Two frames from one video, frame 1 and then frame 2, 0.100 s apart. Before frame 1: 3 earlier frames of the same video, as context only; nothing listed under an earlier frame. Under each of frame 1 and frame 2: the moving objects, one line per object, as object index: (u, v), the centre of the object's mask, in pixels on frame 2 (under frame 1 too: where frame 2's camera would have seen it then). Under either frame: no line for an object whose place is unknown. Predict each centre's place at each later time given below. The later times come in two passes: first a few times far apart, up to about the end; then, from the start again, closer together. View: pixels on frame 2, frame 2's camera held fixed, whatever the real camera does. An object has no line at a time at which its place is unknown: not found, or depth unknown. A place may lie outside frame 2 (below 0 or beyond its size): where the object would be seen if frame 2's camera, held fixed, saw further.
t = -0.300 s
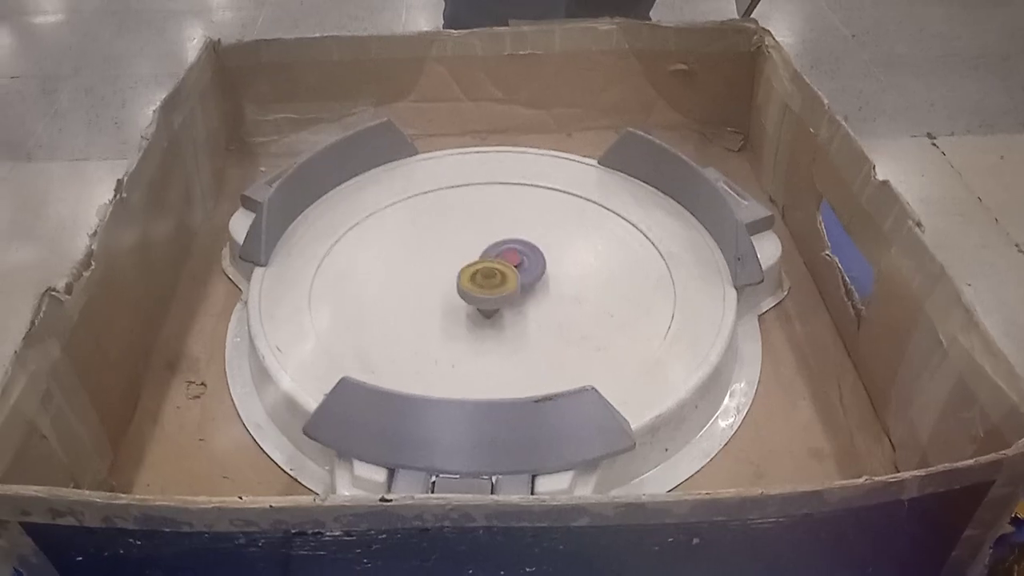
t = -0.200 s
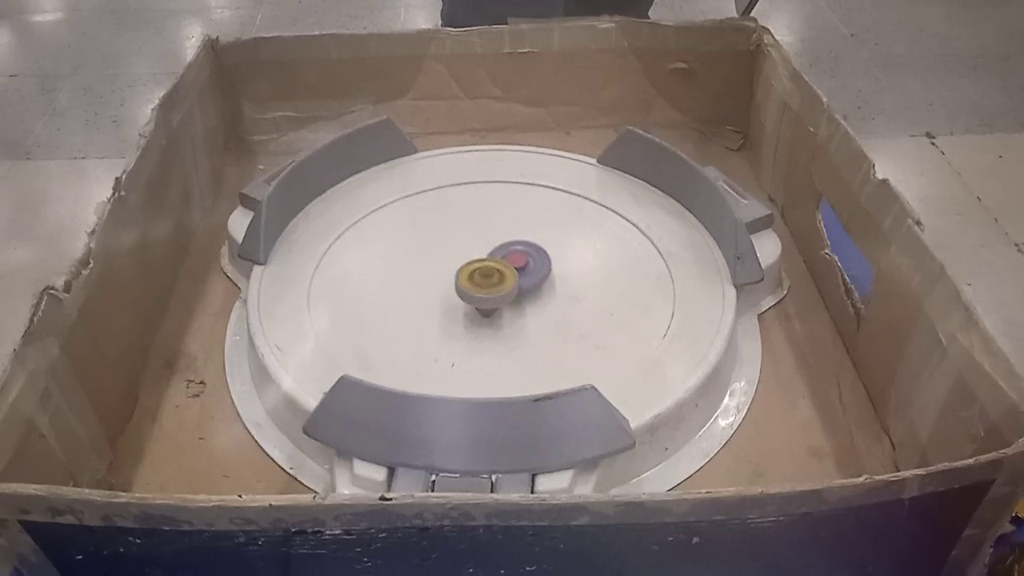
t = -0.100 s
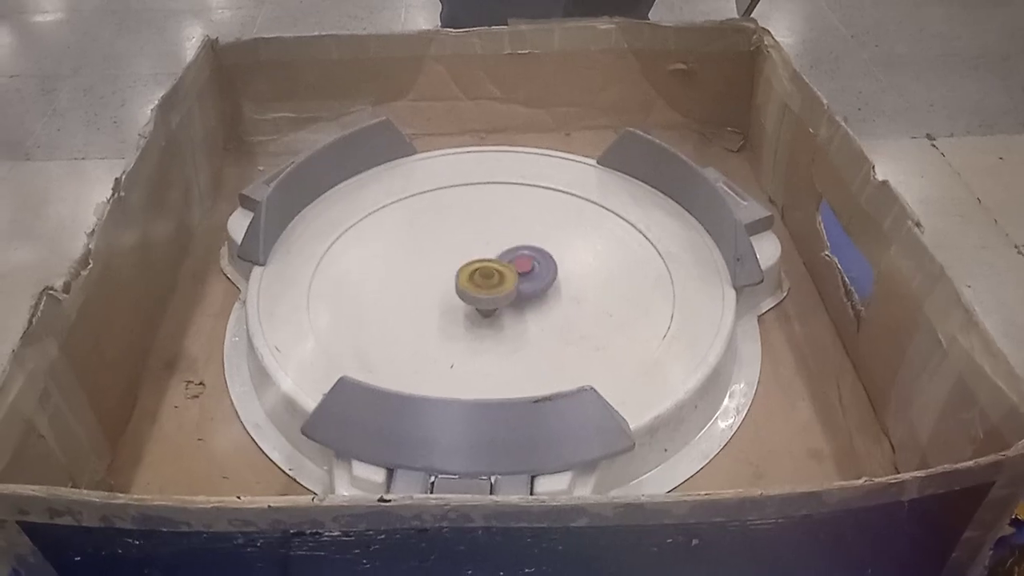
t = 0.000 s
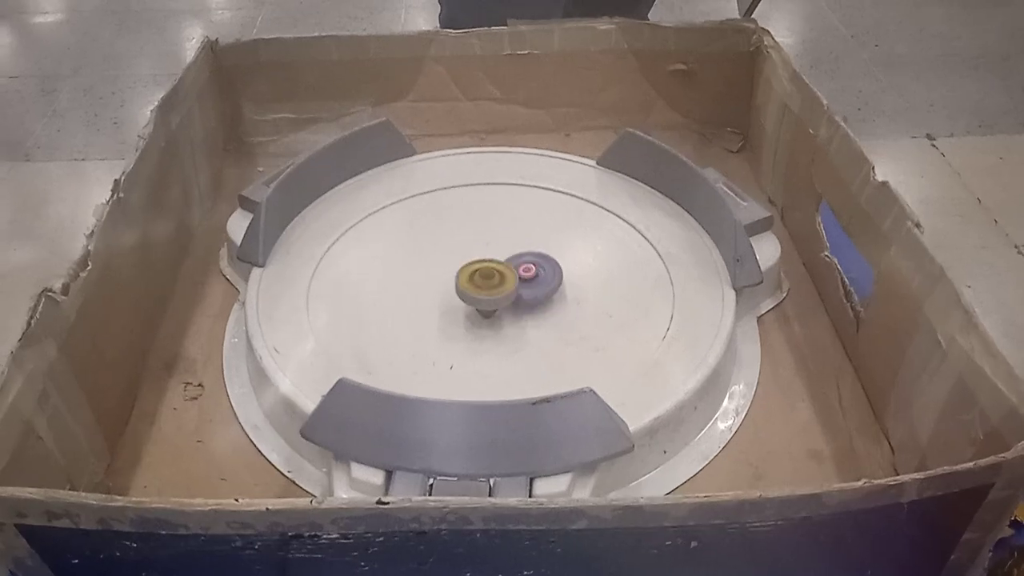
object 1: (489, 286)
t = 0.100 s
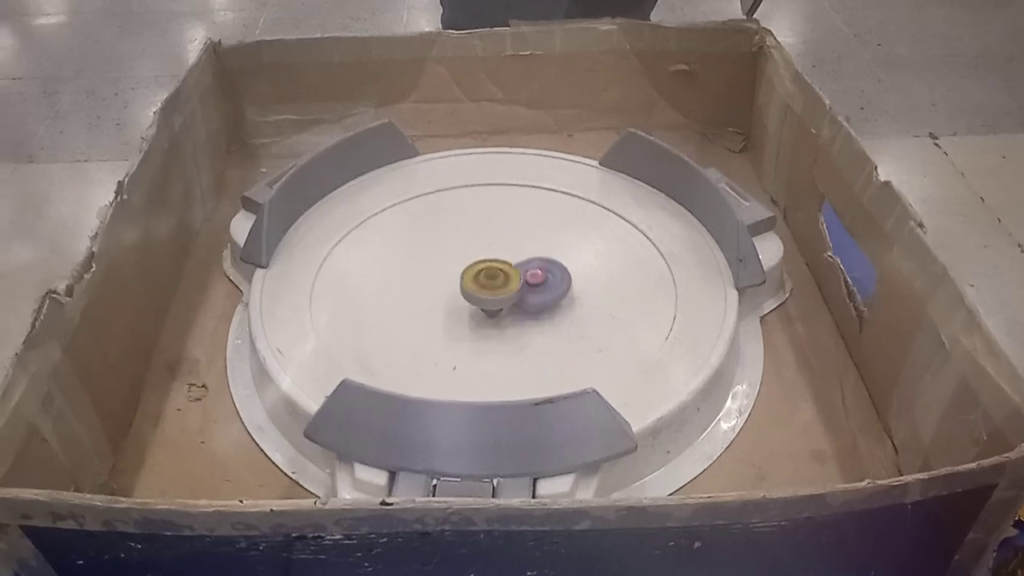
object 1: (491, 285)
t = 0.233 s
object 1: (492, 283)
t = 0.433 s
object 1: (494, 283)
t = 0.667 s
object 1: (496, 283)
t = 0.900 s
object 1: (492, 282)
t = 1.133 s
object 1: (490, 281)
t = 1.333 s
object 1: (490, 280)
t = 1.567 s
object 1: (494, 278)
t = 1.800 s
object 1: (495, 280)
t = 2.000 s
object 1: (496, 284)
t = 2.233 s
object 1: (497, 287)
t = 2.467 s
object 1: (495, 288)
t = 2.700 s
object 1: (493, 287)
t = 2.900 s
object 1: (494, 288)
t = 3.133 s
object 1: (496, 287)
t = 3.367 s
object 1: (496, 285)
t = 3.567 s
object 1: (491, 286)
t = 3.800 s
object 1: (486, 286)
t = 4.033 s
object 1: (487, 285)
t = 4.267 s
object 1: (489, 283)
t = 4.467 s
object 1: (493, 281)
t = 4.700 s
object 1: (496, 280)
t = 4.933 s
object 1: (497, 281)
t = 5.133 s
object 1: (495, 283)
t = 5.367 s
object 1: (495, 284)
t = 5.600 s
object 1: (495, 284)
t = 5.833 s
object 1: (499, 284)
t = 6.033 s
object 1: (498, 284)
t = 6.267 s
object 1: (498, 287)
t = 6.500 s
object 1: (495, 287)
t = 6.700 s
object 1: (493, 285)
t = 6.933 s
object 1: (489, 284)
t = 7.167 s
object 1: (491, 283)
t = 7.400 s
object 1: (493, 282)
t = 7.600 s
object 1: (492, 281)
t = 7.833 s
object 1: (491, 282)
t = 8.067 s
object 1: (489, 279)
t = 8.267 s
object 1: (492, 279)
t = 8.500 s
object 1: (494, 283)
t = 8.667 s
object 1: (497, 284)
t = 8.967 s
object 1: (496, 286)
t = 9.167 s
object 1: (497, 287)
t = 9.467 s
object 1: (496, 287)
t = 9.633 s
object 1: (497, 287)
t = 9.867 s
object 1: (496, 286)
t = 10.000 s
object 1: (495, 286)
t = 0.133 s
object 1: (491, 285)
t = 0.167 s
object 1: (491, 284)
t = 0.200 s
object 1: (492, 284)
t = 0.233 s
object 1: (492, 283)
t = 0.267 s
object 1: (492, 283)
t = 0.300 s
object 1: (493, 283)
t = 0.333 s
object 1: (493, 283)
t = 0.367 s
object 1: (494, 283)
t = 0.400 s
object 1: (493, 283)
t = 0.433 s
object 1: (494, 283)
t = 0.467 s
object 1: (495, 283)
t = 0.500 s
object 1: (495, 283)
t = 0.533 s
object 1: (496, 283)
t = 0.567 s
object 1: (496, 283)
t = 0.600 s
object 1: (496, 283)
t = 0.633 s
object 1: (496, 283)
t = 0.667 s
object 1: (496, 283)
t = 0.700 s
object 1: (495, 282)
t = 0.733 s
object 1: (495, 283)
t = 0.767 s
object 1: (494, 283)
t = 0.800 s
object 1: (494, 283)
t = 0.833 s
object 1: (493, 282)
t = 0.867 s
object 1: (493, 281)
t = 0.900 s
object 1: (492, 282)
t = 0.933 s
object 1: (492, 282)
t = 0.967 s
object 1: (492, 281)
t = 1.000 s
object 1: (491, 281)
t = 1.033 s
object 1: (490, 281)
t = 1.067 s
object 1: (489, 281)
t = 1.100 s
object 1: (490, 281)
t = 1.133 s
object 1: (490, 281)
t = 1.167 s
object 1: (489, 281)
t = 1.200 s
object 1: (489, 281)
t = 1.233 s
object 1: (489, 281)
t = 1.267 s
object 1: (490, 281)
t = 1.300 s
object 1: (490, 281)
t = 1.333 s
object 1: (490, 280)
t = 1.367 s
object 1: (491, 279)
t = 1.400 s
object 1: (491, 279)
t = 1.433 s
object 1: (492, 279)
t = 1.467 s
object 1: (492, 279)
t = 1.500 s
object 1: (492, 278)
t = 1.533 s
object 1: (493, 278)
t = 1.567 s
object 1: (494, 278)
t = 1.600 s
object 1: (494, 279)
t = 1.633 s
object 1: (494, 279)
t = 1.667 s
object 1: (494, 279)
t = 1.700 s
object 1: (495, 279)
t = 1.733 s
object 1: (495, 280)
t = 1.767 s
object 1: (495, 280)
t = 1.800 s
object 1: (495, 280)
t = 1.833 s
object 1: (495, 281)
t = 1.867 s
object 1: (495, 282)
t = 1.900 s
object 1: (496, 282)
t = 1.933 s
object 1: (495, 283)
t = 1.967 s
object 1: (496, 283)
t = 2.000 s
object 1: (496, 284)
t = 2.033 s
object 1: (497, 284)
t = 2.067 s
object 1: (497, 285)
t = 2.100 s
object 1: (497, 285)
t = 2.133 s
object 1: (497, 286)
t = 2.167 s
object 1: (498, 286)
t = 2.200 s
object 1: (498, 286)
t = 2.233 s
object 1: (497, 287)
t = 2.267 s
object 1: (497, 288)
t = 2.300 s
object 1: (497, 288)
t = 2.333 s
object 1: (497, 288)
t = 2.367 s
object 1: (497, 288)
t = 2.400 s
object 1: (496, 288)
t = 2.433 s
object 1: (496, 288)
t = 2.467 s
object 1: (495, 288)
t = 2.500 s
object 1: (494, 288)
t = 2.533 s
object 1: (494, 288)
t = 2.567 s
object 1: (493, 288)
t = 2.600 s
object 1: (493, 287)
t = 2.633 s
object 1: (493, 287)
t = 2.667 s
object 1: (493, 287)
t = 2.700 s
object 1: (493, 287)
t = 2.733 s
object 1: (493, 287)
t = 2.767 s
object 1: (494, 287)
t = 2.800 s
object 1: (493, 287)
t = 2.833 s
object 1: (494, 286)
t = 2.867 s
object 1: (494, 288)
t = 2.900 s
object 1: (494, 288)
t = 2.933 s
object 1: (495, 288)
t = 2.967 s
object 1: (495, 288)
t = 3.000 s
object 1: (495, 287)
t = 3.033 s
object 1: (495, 288)
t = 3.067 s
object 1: (496, 287)
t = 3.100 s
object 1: (496, 287)
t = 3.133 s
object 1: (496, 287)
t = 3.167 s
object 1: (497, 286)
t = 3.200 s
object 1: (496, 286)
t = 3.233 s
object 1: (497, 285)
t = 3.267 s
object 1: (496, 285)
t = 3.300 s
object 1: (497, 285)
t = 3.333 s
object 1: (496, 285)
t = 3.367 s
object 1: (496, 285)
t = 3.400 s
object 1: (496, 285)
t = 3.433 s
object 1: (496, 285)
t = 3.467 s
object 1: (495, 285)
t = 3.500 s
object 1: (494, 285)
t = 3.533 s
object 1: (492, 285)
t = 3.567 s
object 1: (491, 286)
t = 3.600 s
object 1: (490, 286)
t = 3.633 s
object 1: (490, 286)
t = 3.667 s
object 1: (488, 286)
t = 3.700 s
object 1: (487, 286)
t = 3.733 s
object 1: (487, 286)
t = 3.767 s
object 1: (487, 286)
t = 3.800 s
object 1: (486, 286)
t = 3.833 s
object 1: (485, 286)
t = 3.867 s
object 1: (486, 286)
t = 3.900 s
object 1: (486, 285)
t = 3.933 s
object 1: (485, 285)
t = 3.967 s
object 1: (485, 285)
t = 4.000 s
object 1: (486, 285)
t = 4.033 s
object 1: (487, 285)
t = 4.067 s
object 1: (487, 285)
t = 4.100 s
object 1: (488, 285)
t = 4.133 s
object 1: (489, 285)
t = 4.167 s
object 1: (490, 283)
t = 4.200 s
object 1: (487, 282)
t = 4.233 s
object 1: (488, 283)
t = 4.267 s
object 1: (489, 283)
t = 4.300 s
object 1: (489, 283)
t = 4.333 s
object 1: (490, 283)
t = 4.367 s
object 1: (490, 282)
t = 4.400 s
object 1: (491, 281)
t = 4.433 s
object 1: (492, 282)
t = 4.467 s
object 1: (493, 281)
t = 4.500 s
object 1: (494, 282)
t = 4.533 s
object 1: (494, 282)
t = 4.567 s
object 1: (494, 280)
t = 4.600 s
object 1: (495, 280)
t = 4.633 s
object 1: (495, 280)
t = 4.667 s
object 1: (496, 280)
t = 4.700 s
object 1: (496, 280)
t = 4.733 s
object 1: (496, 280)
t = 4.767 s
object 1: (497, 280)
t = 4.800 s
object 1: (497, 280)
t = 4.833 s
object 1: (497, 280)
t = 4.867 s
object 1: (497, 280)
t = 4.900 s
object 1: (497, 281)
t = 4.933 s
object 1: (497, 281)
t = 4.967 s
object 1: (497, 281)
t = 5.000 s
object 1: (497, 281)
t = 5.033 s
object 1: (497, 282)
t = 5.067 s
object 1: (497, 282)
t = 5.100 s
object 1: (496, 282)
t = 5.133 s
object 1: (495, 283)
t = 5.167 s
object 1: (495, 283)
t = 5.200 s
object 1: (496, 283)
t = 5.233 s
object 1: (496, 283)
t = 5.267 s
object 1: (495, 284)
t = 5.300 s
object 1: (495, 284)
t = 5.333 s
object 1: (495, 284)
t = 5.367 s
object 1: (495, 284)
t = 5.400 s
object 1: (494, 284)
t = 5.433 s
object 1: (495, 284)
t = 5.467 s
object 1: (494, 284)
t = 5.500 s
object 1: (494, 284)
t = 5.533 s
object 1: (494, 284)
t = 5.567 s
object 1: (494, 284)
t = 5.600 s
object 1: (495, 284)
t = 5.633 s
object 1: (496, 284)
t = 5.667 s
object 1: (497, 284)
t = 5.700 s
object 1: (498, 284)
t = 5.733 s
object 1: (498, 284)
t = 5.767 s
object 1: (498, 284)
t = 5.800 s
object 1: (499, 284)
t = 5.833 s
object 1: (499, 284)
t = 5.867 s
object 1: (499, 284)
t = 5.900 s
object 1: (499, 284)
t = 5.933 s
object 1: (499, 284)
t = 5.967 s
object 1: (499, 284)
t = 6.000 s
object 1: (498, 285)
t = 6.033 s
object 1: (498, 284)
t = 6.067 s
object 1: (498, 284)
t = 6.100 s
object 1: (498, 284)
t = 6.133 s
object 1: (498, 283)
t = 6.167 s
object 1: (498, 286)
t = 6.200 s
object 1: (498, 286)
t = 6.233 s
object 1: (498, 286)
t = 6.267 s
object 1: (498, 287)
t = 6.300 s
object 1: (499, 288)
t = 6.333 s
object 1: (497, 287)
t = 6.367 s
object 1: (497, 288)
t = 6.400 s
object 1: (497, 288)
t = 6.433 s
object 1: (497, 287)
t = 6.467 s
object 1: (495, 287)
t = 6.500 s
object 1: (495, 287)
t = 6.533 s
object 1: (494, 287)
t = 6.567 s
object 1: (494, 286)
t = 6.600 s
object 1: (493, 286)
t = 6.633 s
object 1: (493, 286)
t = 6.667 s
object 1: (494, 285)
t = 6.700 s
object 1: (493, 285)
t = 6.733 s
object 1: (492, 285)
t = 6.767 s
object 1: (491, 285)
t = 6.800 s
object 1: (491, 285)
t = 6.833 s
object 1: (489, 285)
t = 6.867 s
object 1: (489, 285)
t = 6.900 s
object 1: (489, 285)
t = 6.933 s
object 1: (489, 284)
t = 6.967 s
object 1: (489, 284)
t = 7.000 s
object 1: (489, 284)
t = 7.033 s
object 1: (489, 284)
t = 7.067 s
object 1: (489, 283)
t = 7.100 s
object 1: (490, 284)
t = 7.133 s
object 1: (491, 283)
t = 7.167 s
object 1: (491, 283)
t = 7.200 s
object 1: (491, 283)
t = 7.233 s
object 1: (492, 283)
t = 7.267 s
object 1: (493, 282)
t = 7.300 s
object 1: (493, 282)
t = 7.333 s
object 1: (493, 282)
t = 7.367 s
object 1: (494, 283)
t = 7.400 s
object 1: (493, 282)
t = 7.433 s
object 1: (493, 282)
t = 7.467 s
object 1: (492, 282)
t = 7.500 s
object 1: (492, 282)
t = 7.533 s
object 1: (492, 282)
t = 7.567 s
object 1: (491, 282)
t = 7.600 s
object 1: (492, 281)
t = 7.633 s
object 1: (491, 281)
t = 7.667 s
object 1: (491, 282)
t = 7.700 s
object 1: (491, 282)
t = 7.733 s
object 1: (491, 282)
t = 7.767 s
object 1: (491, 282)
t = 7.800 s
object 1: (490, 282)
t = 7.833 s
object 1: (491, 282)
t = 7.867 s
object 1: (490, 280)
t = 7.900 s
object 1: (490, 280)
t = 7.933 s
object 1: (490, 280)
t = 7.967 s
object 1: (490, 280)
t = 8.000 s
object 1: (489, 279)
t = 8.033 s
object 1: (489, 280)
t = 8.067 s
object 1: (489, 279)
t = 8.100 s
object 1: (490, 279)
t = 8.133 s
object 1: (490, 279)
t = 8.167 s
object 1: (491, 279)
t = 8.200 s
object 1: (491, 279)
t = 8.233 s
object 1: (492, 279)
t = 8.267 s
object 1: (492, 279)
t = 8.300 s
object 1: (492, 279)
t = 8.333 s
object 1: (492, 280)
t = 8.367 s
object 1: (493, 281)
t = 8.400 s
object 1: (494, 281)
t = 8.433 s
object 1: (494, 281)
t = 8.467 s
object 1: (494, 282)
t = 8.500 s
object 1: (494, 283)
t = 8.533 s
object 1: (495, 283)
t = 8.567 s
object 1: (496, 283)
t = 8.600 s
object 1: (497, 283)
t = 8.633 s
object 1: (497, 284)
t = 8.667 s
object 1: (497, 284)
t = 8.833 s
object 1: (497, 286)
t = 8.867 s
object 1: (497, 286)
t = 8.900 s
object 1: (497, 286)
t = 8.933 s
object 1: (497, 286)
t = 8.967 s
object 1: (496, 286)
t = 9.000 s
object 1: (496, 286)
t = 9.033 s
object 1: (497, 287)
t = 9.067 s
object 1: (498, 287)
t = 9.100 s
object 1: (497, 287)
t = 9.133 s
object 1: (496, 287)
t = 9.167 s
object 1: (497, 287)
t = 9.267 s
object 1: (497, 287)
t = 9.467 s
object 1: (496, 287)
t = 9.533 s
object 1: (496, 286)
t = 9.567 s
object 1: (496, 287)
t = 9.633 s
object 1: (497, 287)
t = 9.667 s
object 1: (496, 287)
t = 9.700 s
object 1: (497, 287)
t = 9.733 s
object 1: (502, 276)
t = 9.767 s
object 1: (496, 286)
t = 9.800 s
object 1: (496, 287)
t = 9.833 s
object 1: (496, 287)
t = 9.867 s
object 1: (496, 286)
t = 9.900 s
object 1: (496, 287)
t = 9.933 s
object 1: (497, 286)
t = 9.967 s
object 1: (496, 286)
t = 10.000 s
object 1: (495, 286)
